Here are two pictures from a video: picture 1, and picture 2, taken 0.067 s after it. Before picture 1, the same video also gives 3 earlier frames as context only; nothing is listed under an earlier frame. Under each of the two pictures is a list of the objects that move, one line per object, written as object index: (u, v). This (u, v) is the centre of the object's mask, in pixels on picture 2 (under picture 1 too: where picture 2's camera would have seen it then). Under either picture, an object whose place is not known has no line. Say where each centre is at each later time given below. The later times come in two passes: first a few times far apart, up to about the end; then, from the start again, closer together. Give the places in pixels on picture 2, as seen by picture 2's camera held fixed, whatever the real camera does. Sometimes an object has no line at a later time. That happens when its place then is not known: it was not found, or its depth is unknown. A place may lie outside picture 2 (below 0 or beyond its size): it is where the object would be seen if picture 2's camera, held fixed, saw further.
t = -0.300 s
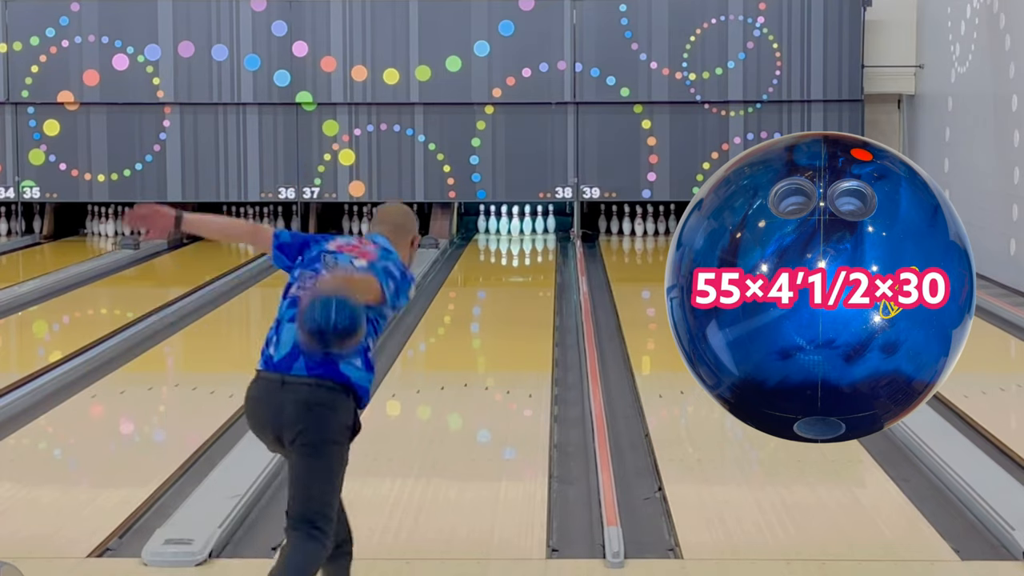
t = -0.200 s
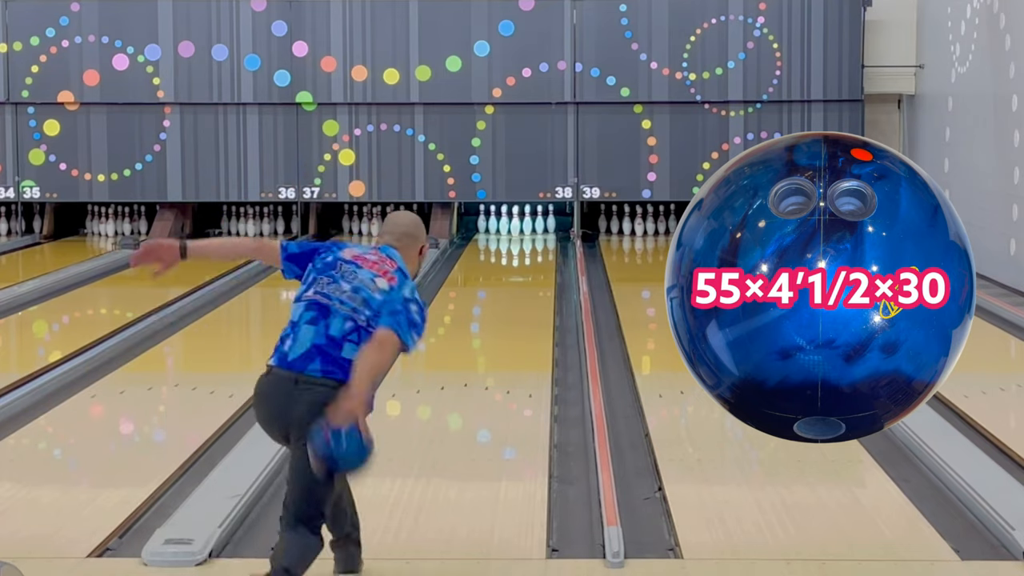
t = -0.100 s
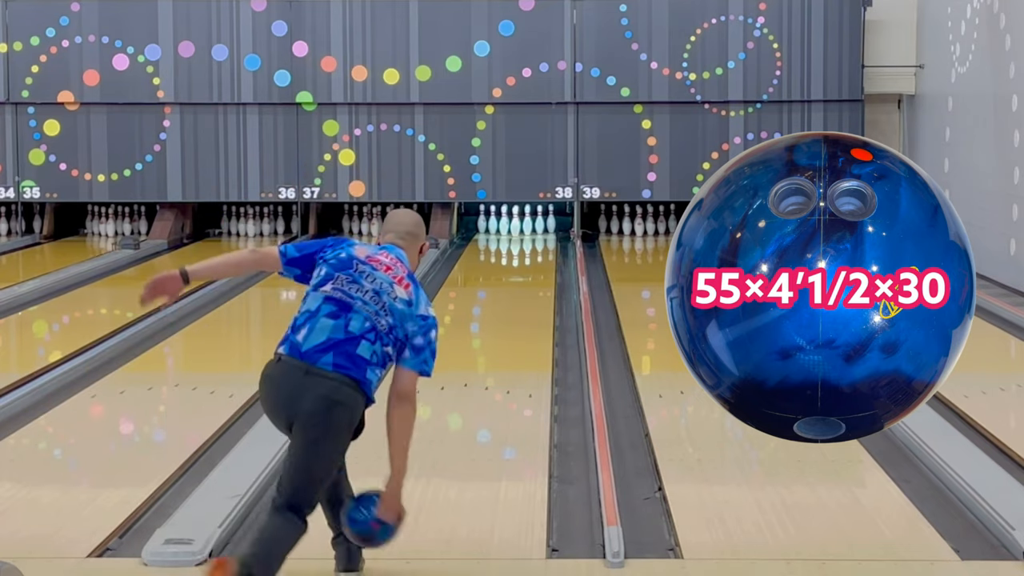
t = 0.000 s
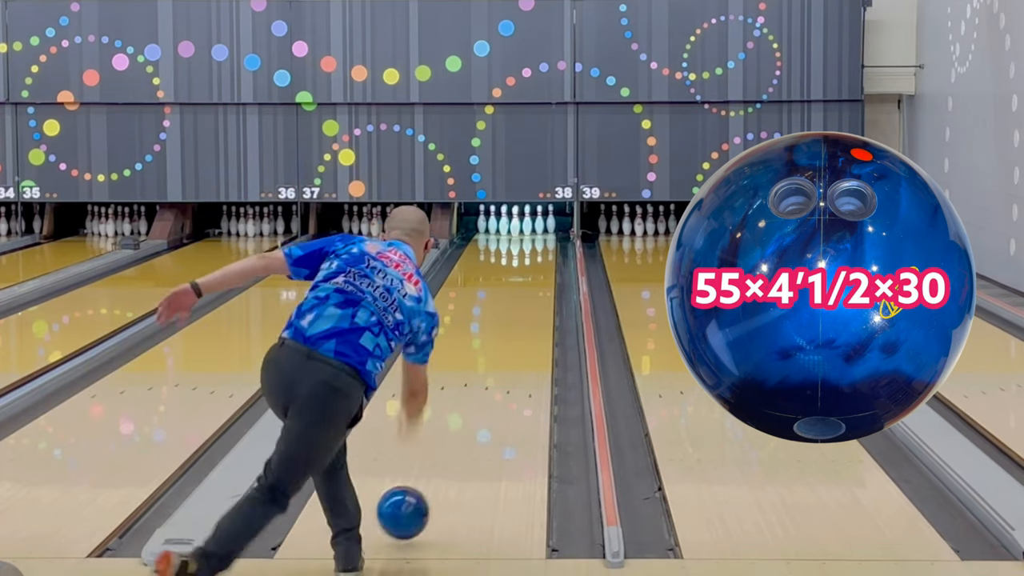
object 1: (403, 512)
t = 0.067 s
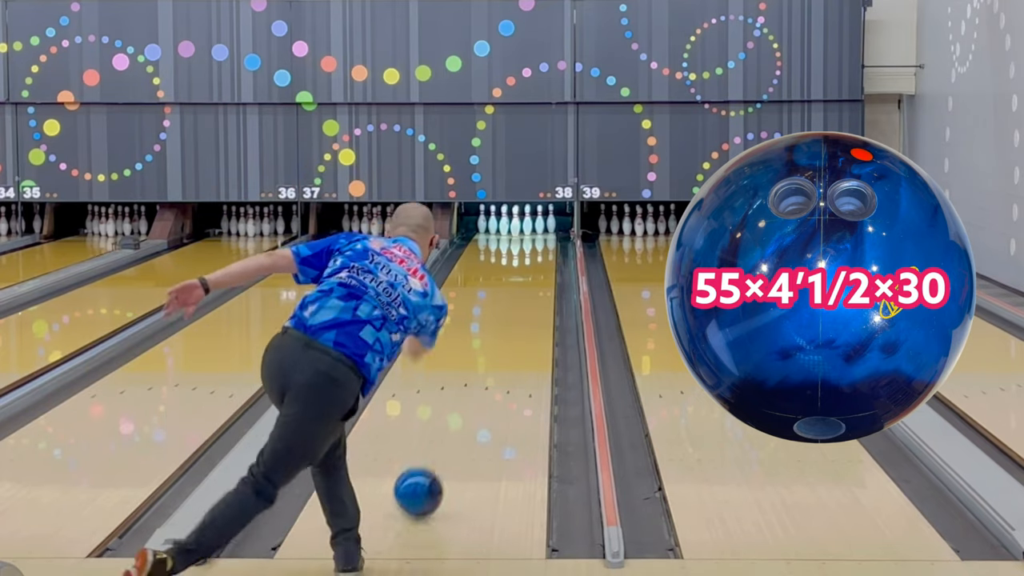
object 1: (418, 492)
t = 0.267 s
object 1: (455, 432)
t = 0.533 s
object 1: (487, 374)
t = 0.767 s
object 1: (506, 339)
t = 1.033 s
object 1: (521, 309)
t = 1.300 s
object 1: (530, 285)
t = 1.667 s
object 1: (535, 261)
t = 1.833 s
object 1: (535, 252)
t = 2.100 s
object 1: (530, 240)
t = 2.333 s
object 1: (522, 232)
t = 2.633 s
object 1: (510, 225)
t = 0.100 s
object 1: (425, 481)
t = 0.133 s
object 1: (432, 470)
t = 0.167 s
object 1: (438, 460)
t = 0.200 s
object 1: (444, 450)
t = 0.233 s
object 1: (450, 440)
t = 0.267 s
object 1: (455, 432)
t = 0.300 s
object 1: (460, 423)
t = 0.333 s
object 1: (464, 415)
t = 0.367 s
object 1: (468, 407)
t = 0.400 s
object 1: (473, 400)
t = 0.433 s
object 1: (477, 393)
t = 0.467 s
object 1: (480, 387)
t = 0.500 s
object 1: (484, 380)
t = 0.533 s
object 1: (487, 374)
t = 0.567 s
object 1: (490, 369)
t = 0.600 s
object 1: (493, 363)
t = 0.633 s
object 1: (496, 358)
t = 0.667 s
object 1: (499, 353)
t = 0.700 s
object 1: (501, 349)
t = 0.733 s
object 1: (504, 344)
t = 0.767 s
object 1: (506, 339)
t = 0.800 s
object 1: (508, 335)
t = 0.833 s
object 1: (511, 331)
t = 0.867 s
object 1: (512, 327)
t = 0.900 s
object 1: (514, 323)
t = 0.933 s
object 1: (516, 319)
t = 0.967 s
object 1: (518, 315)
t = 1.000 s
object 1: (519, 312)
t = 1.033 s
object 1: (521, 309)
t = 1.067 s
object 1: (522, 305)
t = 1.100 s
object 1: (523, 302)
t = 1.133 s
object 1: (525, 299)
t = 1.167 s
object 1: (526, 296)
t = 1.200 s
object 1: (527, 293)
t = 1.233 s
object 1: (528, 290)
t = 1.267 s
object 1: (529, 288)
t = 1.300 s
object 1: (530, 285)
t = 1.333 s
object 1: (530, 283)
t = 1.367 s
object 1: (531, 280)
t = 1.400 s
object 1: (532, 278)
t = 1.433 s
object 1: (532, 276)
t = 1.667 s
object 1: (535, 261)
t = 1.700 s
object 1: (535, 259)
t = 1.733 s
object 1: (535, 257)
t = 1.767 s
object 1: (535, 256)
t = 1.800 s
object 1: (535, 254)
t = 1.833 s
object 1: (535, 252)
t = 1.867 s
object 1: (535, 251)
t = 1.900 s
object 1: (534, 249)
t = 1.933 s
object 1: (534, 248)
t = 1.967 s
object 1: (533, 246)
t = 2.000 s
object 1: (532, 244)
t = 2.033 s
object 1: (532, 243)
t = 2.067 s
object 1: (531, 242)
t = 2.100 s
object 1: (530, 240)
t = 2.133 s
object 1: (530, 239)
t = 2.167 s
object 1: (528, 238)
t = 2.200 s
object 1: (527, 236)
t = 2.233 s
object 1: (527, 235)
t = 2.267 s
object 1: (525, 234)
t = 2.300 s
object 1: (524, 233)
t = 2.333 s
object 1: (522, 232)
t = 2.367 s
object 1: (521, 231)
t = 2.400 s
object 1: (519, 230)
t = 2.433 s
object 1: (518, 229)
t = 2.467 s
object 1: (517, 228)
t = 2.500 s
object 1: (517, 227)
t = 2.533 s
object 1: (515, 227)
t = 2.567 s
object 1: (514, 226)
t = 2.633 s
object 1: (510, 225)
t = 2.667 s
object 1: (507, 225)
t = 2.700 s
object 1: (505, 226)
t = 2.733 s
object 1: (505, 225)
